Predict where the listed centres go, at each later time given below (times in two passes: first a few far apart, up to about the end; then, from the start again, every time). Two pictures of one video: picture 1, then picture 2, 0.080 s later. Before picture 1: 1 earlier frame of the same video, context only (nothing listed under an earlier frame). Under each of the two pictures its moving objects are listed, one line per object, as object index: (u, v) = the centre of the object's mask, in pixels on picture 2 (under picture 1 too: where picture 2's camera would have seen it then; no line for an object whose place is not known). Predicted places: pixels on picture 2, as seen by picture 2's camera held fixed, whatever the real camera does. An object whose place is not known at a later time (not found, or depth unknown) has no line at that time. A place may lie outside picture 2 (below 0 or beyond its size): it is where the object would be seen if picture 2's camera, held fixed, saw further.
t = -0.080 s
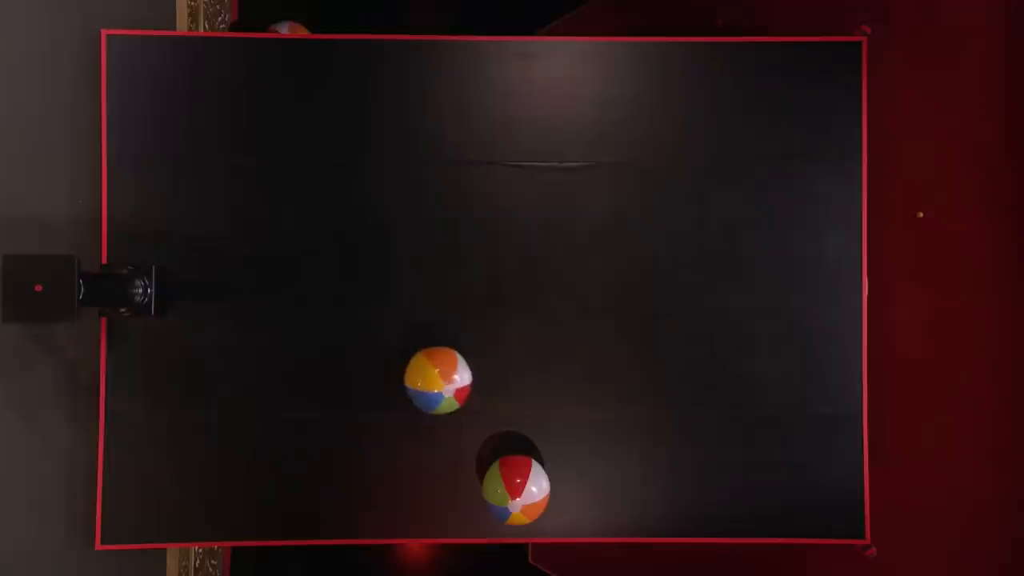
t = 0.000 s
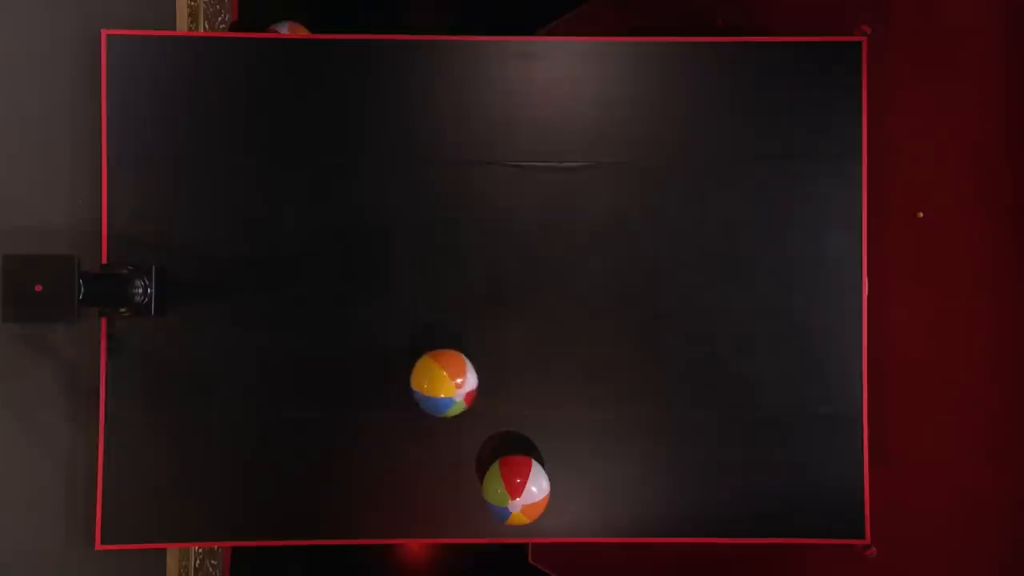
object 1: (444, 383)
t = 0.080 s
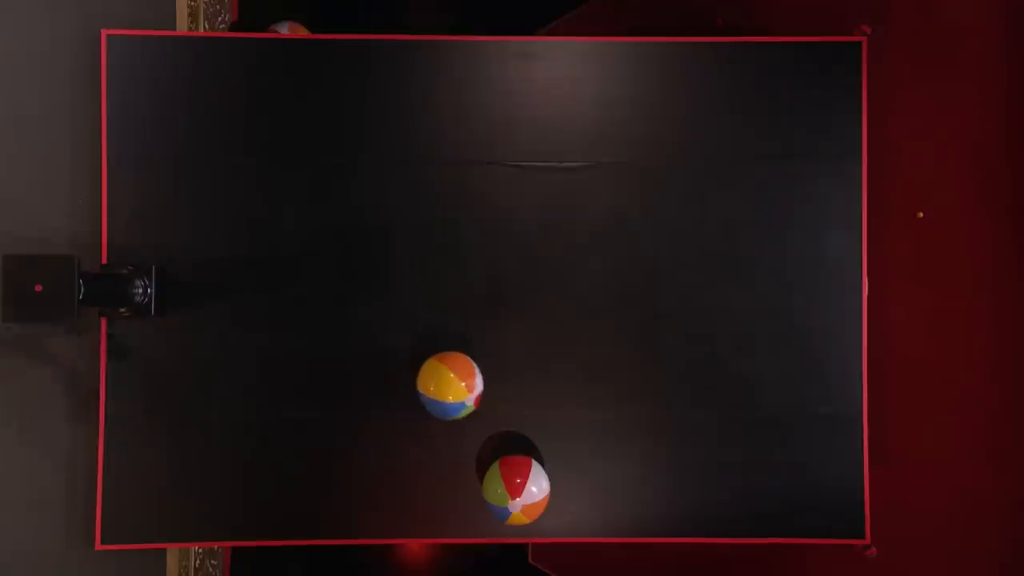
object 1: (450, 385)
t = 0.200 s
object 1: (459, 389)
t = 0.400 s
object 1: (474, 396)
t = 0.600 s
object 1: (490, 402)
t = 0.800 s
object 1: (505, 408)
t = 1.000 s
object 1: (523, 412)
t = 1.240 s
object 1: (542, 414)
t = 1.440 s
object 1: (555, 416)
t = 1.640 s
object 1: (567, 419)
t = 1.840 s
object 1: (579, 422)
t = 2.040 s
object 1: (590, 426)
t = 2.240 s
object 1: (601, 430)
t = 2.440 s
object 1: (612, 433)
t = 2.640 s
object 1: (624, 437)
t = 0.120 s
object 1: (453, 387)
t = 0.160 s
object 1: (456, 388)
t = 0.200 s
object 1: (459, 389)
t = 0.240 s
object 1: (462, 391)
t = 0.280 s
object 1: (465, 392)
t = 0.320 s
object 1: (468, 393)
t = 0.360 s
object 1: (471, 395)
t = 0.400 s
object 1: (474, 396)
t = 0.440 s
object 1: (477, 397)
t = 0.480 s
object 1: (480, 399)
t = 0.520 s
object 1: (483, 400)
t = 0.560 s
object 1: (486, 401)
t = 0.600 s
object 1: (490, 402)
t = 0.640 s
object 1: (493, 404)
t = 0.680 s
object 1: (496, 405)
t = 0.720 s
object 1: (499, 406)
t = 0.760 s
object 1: (502, 407)
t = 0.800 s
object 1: (505, 408)
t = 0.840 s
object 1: (509, 409)
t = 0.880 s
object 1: (512, 410)
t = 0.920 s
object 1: (516, 411)
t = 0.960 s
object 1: (519, 411)
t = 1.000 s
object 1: (523, 412)
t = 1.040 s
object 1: (526, 412)
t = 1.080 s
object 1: (530, 413)
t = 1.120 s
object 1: (533, 413)
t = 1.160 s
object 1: (536, 414)
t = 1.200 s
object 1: (539, 414)
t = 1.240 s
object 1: (542, 414)
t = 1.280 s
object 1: (544, 415)
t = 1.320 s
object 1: (547, 415)
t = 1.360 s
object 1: (549, 415)
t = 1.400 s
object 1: (552, 416)
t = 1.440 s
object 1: (555, 416)
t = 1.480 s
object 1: (557, 417)
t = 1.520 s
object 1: (560, 417)
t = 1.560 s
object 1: (562, 418)
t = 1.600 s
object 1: (565, 418)
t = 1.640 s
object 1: (567, 419)
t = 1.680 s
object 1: (570, 420)
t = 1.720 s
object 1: (572, 420)
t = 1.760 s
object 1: (575, 421)
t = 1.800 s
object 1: (577, 421)
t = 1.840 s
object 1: (579, 422)
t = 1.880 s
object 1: (582, 423)
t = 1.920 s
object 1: (584, 424)
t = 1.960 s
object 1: (586, 424)
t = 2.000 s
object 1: (589, 425)
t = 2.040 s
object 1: (590, 426)
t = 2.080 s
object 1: (592, 427)
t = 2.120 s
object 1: (594, 428)
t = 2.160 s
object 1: (597, 428)
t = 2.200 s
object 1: (599, 429)
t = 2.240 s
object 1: (601, 430)
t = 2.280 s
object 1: (603, 431)
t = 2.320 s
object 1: (605, 431)
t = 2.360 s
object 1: (607, 432)
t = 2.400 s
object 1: (609, 432)
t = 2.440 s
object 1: (612, 433)
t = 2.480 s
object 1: (614, 434)
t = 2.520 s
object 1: (616, 435)
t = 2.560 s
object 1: (619, 435)
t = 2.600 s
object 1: (621, 436)
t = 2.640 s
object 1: (624, 437)
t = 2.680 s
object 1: (627, 437)
